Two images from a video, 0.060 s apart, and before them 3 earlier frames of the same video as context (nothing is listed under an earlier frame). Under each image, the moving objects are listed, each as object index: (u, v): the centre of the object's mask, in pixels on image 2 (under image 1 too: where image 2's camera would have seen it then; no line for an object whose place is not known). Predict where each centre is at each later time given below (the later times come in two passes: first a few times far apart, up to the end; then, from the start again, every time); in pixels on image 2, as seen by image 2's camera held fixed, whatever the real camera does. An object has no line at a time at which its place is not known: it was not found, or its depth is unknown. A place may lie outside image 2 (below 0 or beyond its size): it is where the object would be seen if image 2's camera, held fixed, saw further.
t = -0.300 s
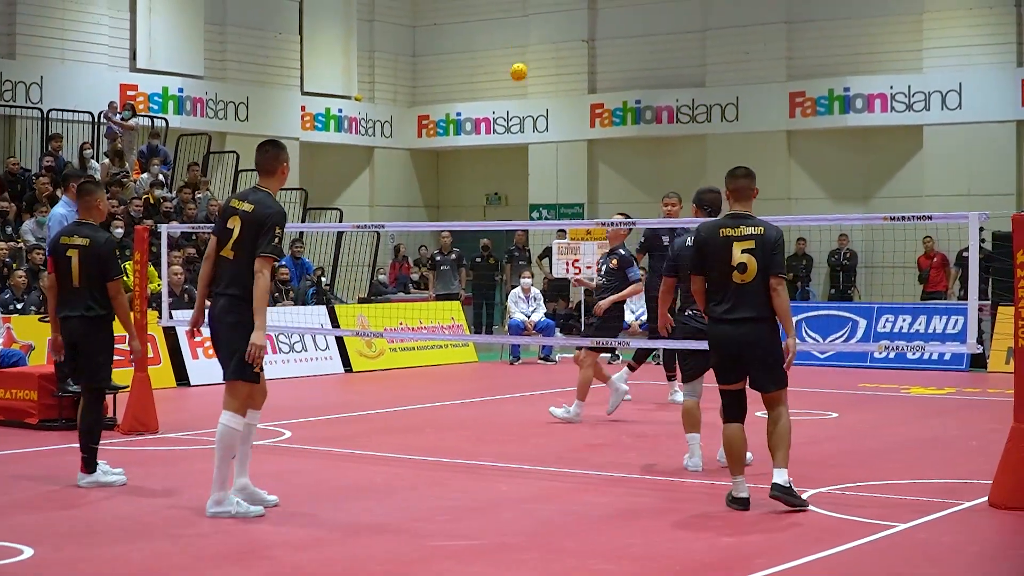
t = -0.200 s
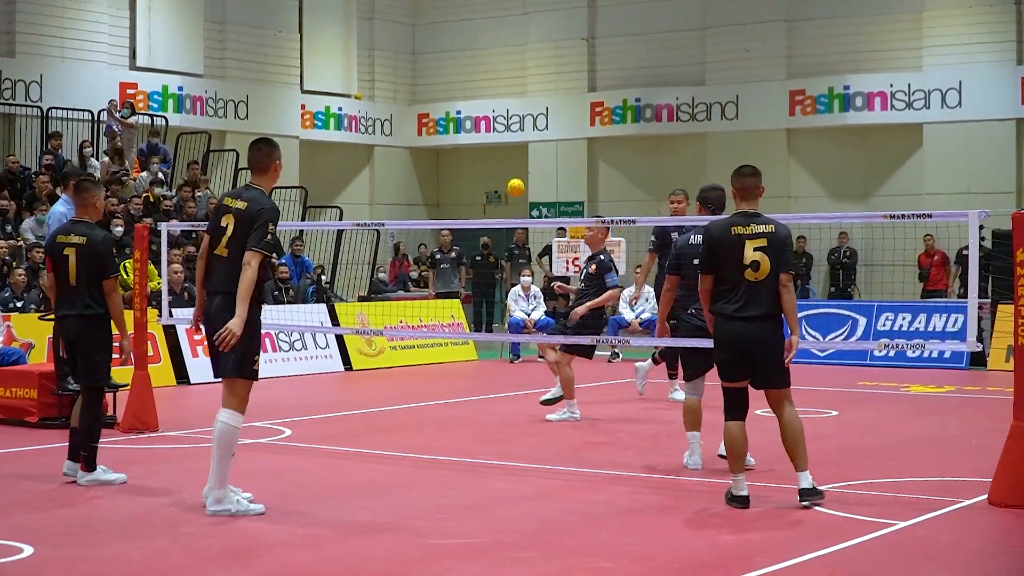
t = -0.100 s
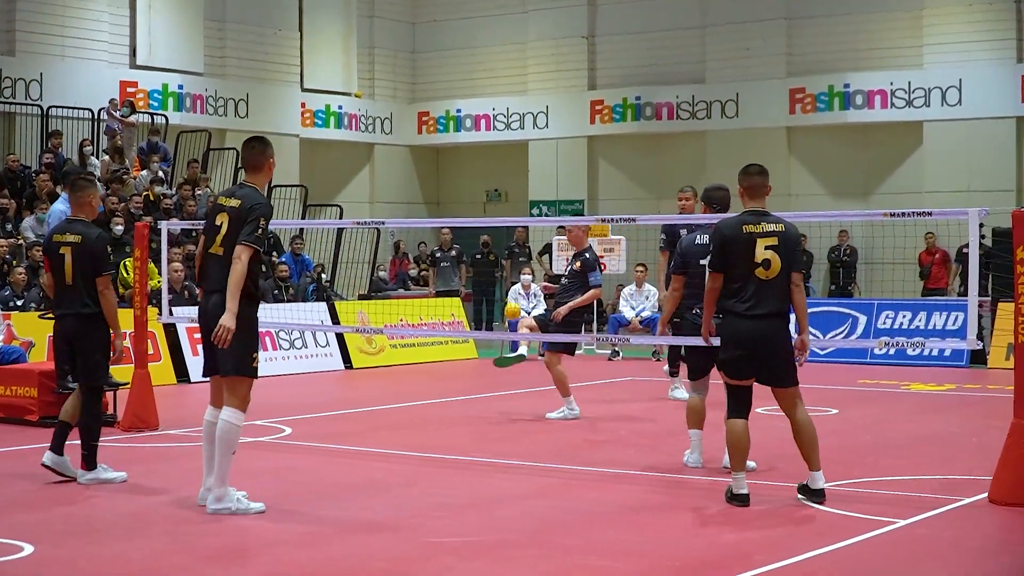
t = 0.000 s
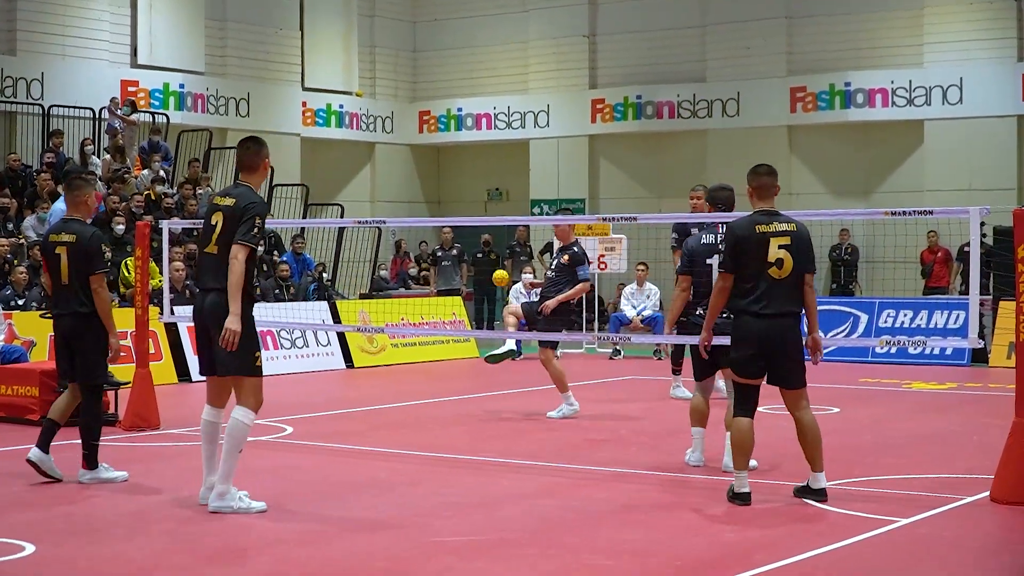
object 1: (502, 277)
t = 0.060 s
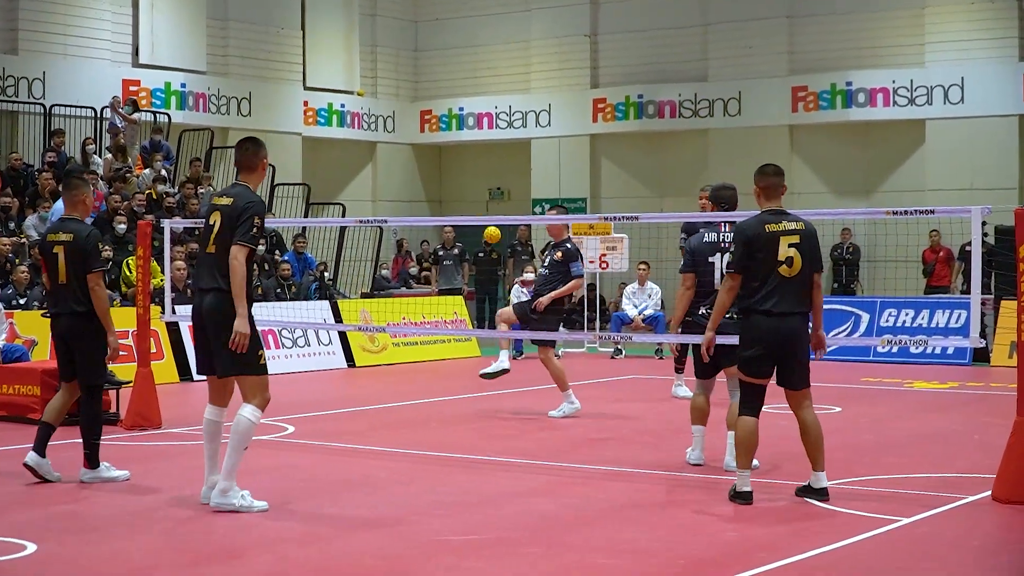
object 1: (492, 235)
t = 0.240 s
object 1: (464, 134)
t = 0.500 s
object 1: (422, 62)
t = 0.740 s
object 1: (386, 69)
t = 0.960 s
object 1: (354, 135)
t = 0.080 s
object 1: (489, 227)
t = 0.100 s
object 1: (485, 208)
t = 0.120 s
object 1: (482, 196)
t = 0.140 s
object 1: (479, 185)
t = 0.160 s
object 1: (476, 173)
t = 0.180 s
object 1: (473, 163)
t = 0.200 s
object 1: (470, 153)
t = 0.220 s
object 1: (467, 144)
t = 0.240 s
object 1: (464, 134)
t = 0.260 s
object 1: (460, 126)
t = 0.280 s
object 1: (457, 118)
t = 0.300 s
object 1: (454, 111)
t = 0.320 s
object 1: (450, 103)
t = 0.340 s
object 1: (448, 96)
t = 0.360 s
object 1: (444, 90)
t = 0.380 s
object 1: (441, 85)
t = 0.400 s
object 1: (438, 80)
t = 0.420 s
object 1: (435, 75)
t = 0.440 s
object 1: (432, 71)
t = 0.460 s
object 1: (428, 68)
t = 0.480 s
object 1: (425, 65)
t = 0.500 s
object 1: (422, 62)
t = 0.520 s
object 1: (419, 60)
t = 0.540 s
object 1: (416, 58)
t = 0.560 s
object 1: (413, 57)
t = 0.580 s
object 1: (409, 56)
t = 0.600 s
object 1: (407, 56)
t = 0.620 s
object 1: (404, 57)
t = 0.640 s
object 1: (401, 57)
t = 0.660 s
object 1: (398, 59)
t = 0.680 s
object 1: (395, 60)
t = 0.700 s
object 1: (392, 63)
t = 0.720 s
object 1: (389, 65)
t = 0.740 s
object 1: (386, 69)
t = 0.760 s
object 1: (383, 73)
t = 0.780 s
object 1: (380, 77)
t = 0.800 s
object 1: (377, 82)
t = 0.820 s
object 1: (374, 86)
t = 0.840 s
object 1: (371, 92)
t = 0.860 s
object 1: (368, 98)
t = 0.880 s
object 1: (365, 105)
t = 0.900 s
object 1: (362, 111)
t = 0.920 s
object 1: (360, 119)
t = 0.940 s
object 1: (356, 127)
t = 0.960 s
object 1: (354, 135)
